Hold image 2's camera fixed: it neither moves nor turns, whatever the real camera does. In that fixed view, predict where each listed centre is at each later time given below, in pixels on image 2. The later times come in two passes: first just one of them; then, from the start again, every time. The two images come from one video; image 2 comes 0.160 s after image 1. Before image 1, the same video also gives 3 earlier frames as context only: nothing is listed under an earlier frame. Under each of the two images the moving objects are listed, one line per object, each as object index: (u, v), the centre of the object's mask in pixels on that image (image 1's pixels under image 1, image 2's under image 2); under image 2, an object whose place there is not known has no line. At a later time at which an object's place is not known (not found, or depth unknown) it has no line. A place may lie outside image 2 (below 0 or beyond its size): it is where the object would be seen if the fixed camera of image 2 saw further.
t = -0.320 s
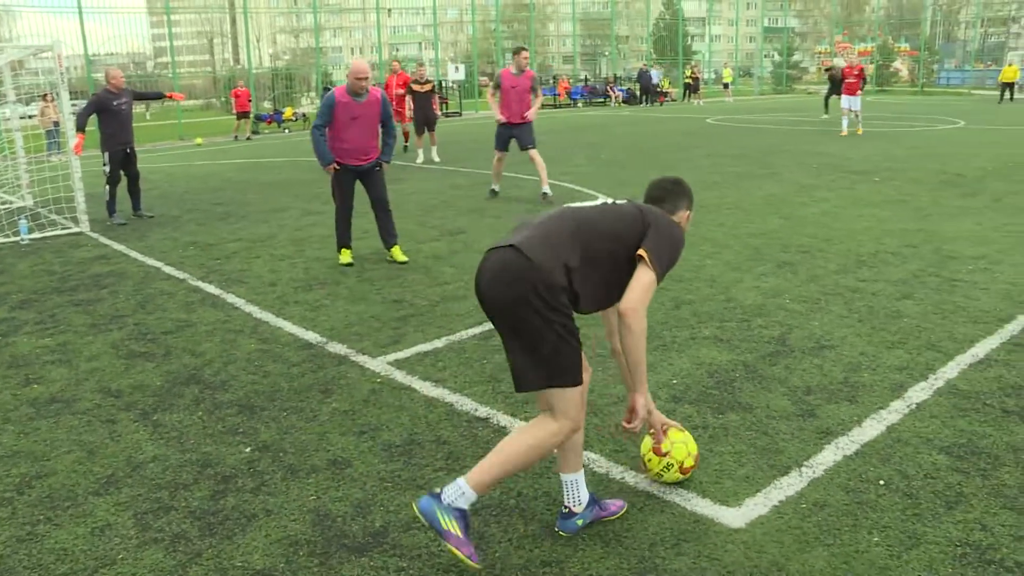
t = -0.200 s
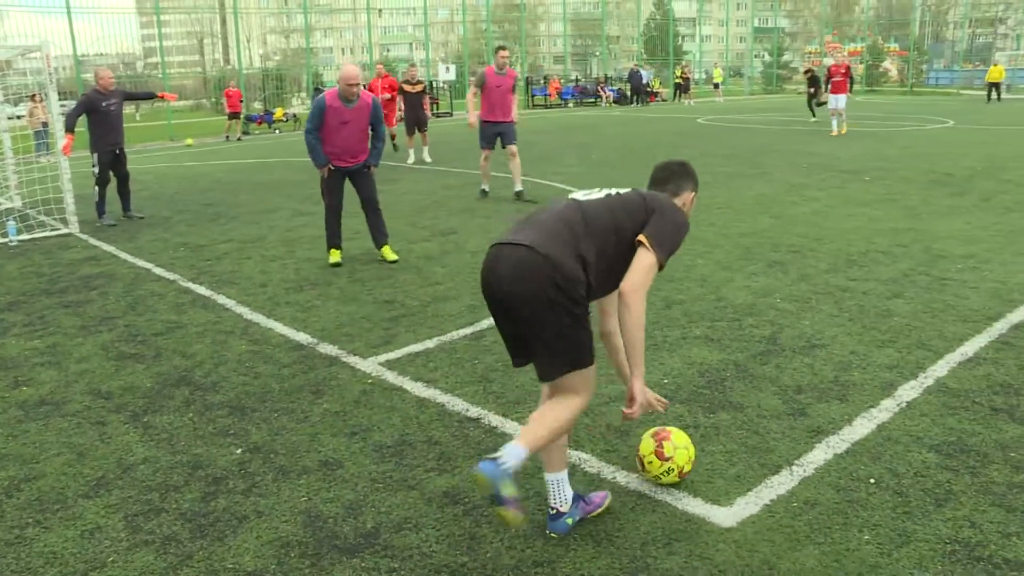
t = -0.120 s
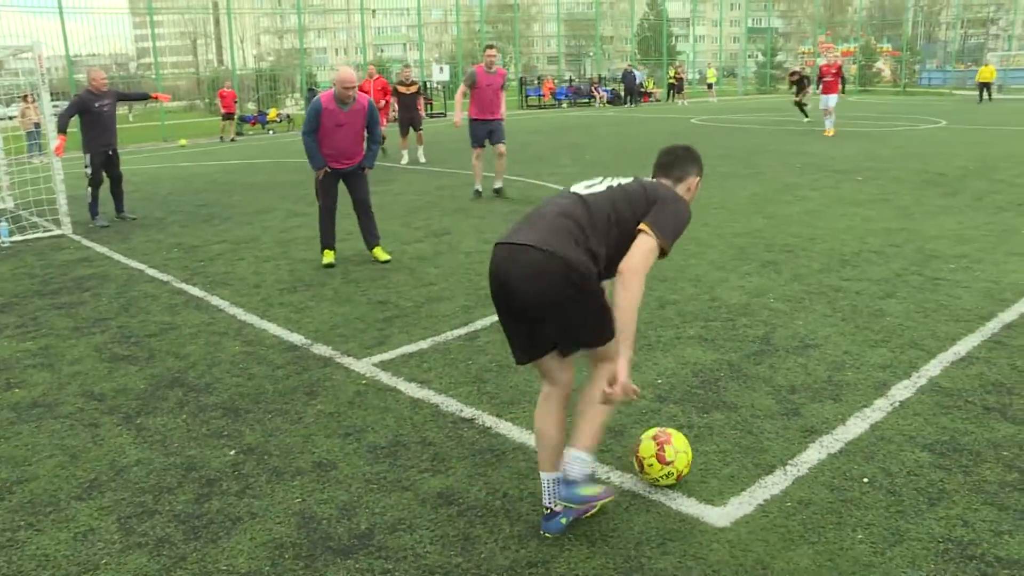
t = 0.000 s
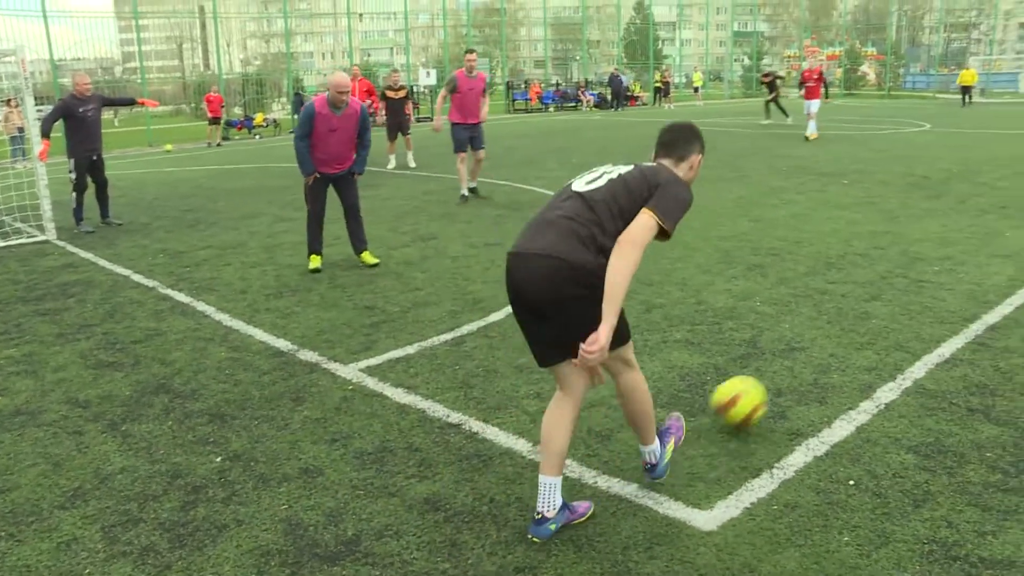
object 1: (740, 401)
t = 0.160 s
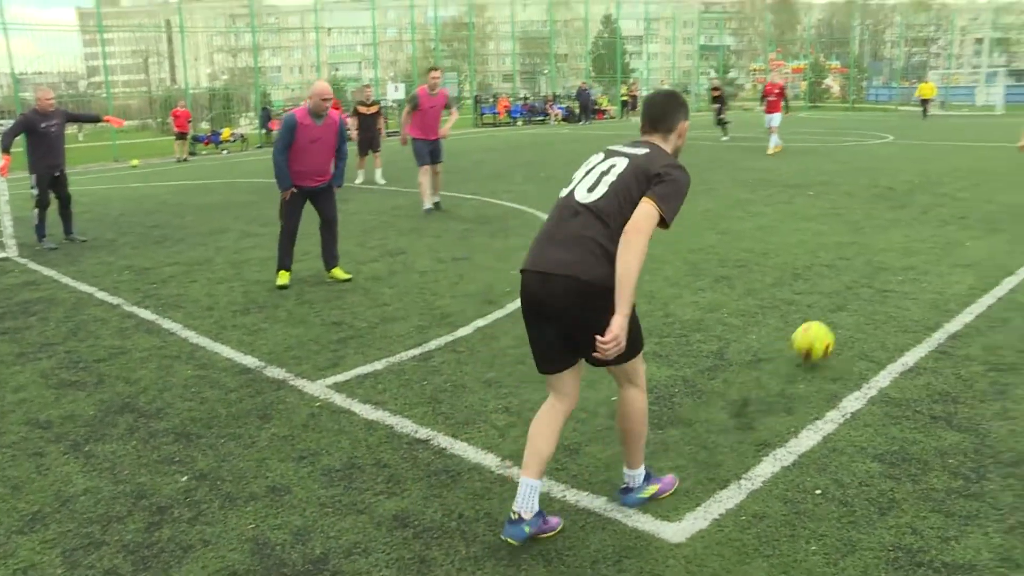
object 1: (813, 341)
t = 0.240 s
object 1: (848, 324)
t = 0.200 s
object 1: (831, 330)
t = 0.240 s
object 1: (848, 324)
